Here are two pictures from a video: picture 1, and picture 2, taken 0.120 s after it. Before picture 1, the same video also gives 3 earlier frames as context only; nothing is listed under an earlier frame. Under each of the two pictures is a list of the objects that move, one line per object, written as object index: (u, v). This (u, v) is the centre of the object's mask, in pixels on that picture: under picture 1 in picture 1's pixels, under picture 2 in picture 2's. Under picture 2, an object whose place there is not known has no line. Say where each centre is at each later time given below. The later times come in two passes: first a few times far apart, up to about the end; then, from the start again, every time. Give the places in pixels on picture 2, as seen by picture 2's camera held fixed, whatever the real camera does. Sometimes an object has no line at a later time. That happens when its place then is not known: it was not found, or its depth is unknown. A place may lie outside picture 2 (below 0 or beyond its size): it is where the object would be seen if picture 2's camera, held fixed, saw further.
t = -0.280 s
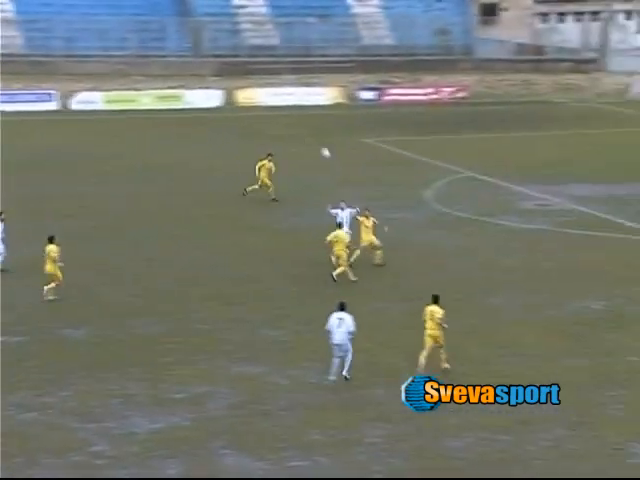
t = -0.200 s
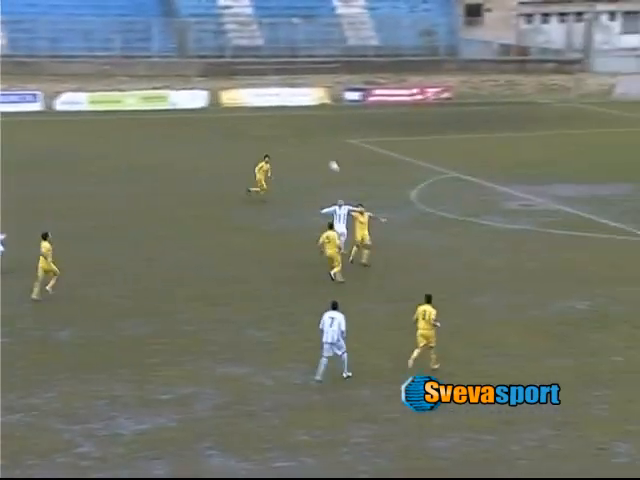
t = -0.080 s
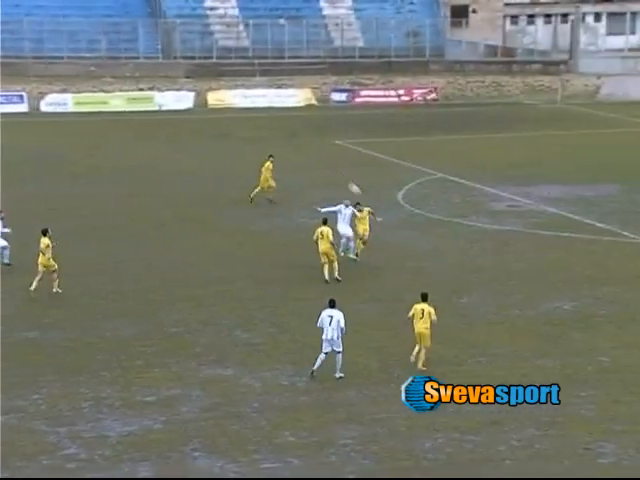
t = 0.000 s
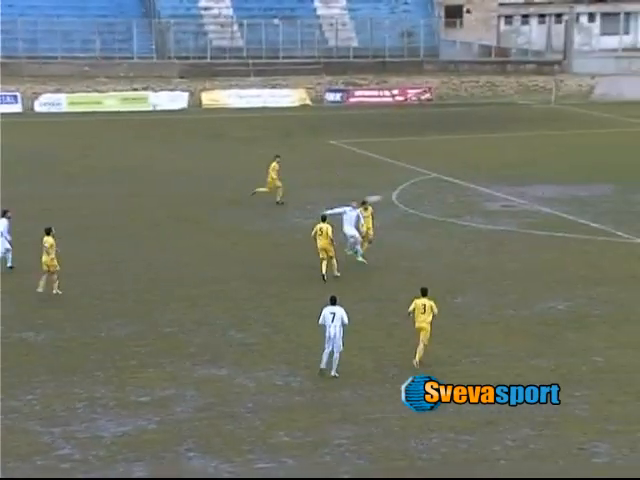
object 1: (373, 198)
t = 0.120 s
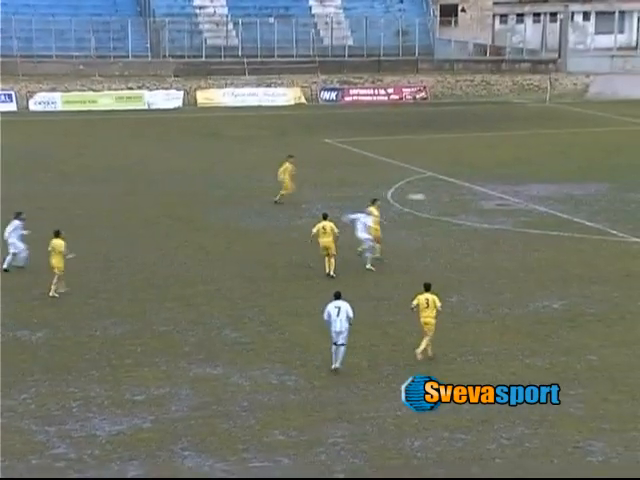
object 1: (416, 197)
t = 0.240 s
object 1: (460, 200)
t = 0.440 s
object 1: (526, 218)
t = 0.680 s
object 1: (591, 216)
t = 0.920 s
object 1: (647, 187)
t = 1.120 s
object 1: (689, 178)
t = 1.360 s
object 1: (736, 187)
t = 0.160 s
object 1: (431, 197)
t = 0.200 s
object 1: (446, 199)
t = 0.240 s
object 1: (460, 200)
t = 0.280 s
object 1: (474, 202)
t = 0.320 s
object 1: (488, 206)
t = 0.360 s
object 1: (501, 210)
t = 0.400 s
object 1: (514, 214)
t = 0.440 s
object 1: (526, 218)
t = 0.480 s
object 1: (539, 223)
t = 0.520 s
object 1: (550, 229)
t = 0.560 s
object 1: (561, 235)
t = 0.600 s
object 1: (572, 231)
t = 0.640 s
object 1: (583, 223)
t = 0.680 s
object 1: (591, 216)
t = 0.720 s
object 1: (601, 209)
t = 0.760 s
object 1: (611, 204)
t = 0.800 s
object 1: (620, 199)
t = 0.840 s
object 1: (629, 194)
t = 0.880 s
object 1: (638, 190)
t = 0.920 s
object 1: (647, 187)
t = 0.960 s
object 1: (655, 184)
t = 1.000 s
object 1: (664, 182)
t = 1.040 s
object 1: (672, 180)
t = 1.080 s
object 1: (681, 179)
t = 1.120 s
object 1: (689, 178)
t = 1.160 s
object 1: (697, 178)
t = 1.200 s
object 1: (706, 179)
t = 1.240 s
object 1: (714, 180)
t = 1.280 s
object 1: (721, 182)
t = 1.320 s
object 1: (729, 184)
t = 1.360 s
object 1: (736, 187)
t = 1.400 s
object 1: (743, 190)
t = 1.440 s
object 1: (751, 193)
